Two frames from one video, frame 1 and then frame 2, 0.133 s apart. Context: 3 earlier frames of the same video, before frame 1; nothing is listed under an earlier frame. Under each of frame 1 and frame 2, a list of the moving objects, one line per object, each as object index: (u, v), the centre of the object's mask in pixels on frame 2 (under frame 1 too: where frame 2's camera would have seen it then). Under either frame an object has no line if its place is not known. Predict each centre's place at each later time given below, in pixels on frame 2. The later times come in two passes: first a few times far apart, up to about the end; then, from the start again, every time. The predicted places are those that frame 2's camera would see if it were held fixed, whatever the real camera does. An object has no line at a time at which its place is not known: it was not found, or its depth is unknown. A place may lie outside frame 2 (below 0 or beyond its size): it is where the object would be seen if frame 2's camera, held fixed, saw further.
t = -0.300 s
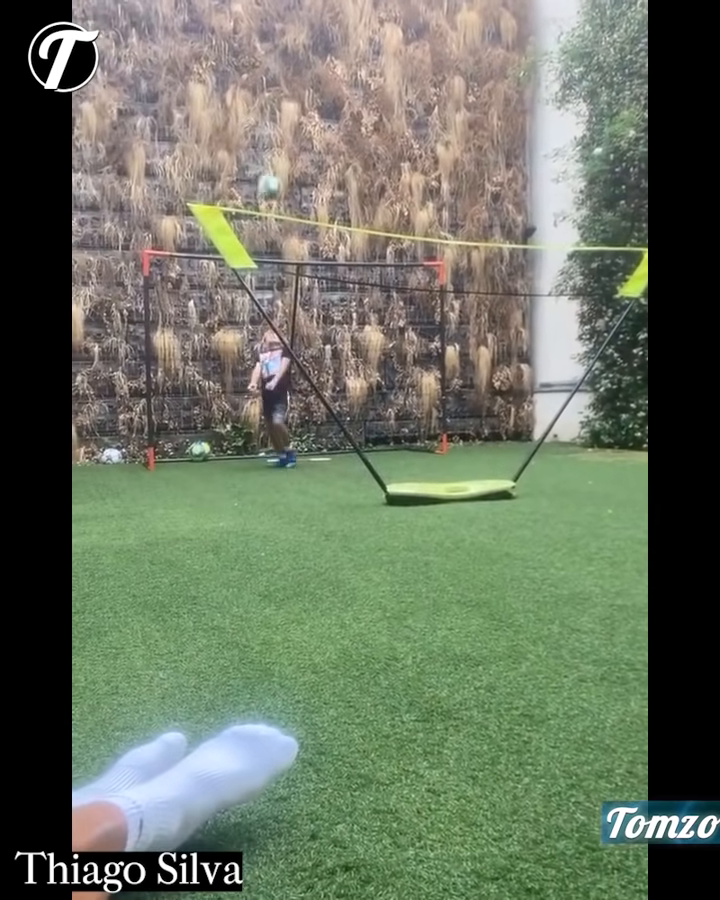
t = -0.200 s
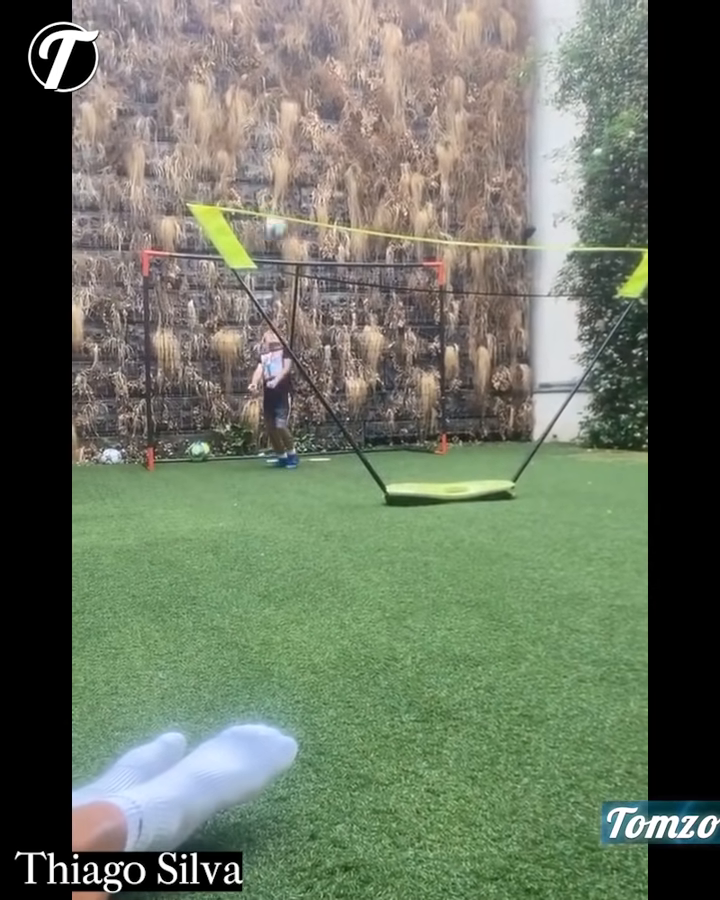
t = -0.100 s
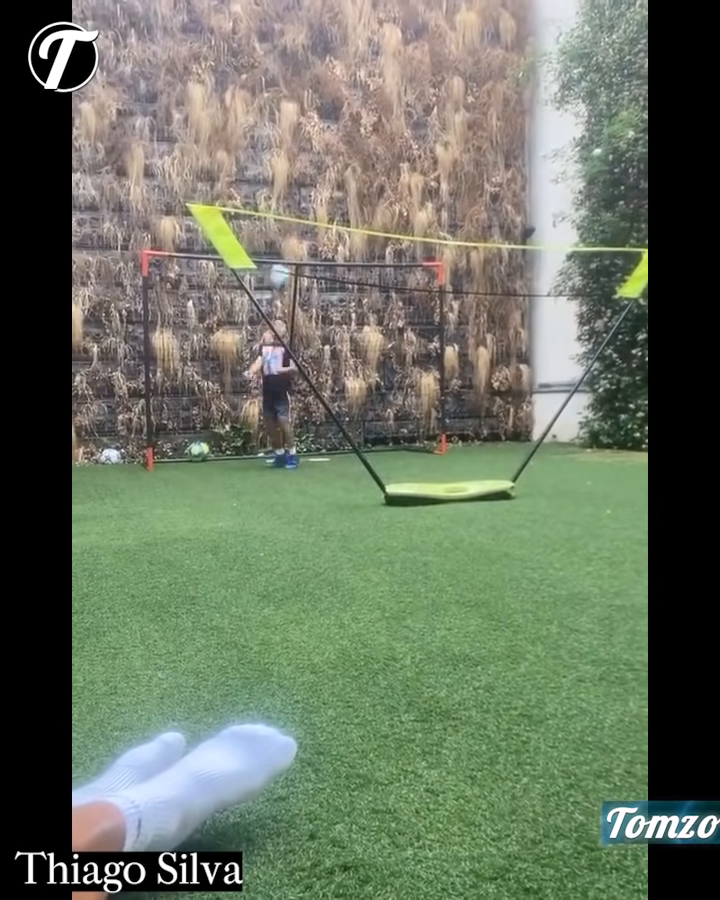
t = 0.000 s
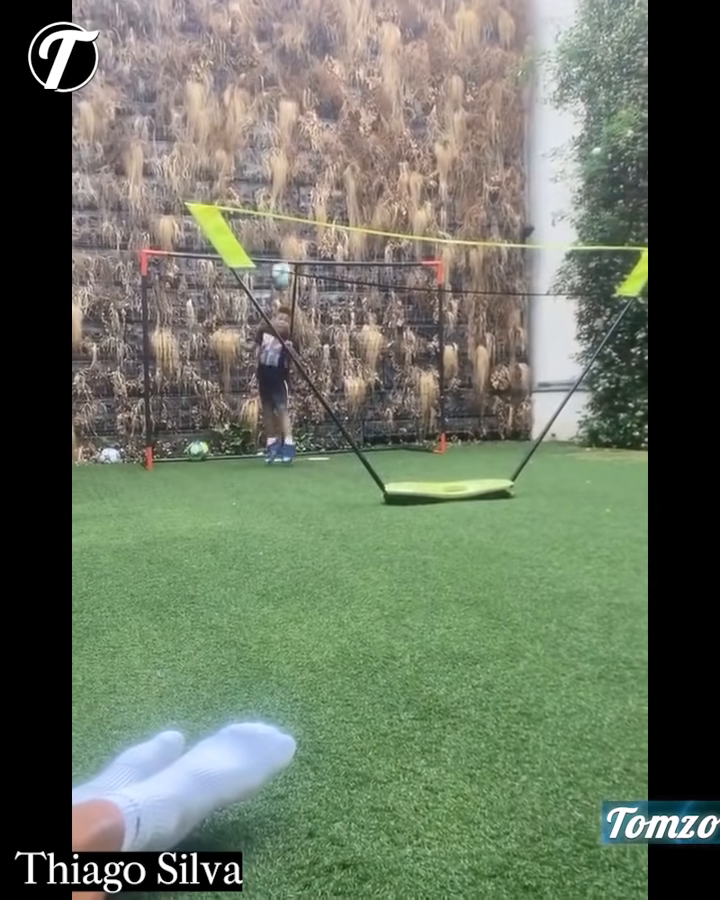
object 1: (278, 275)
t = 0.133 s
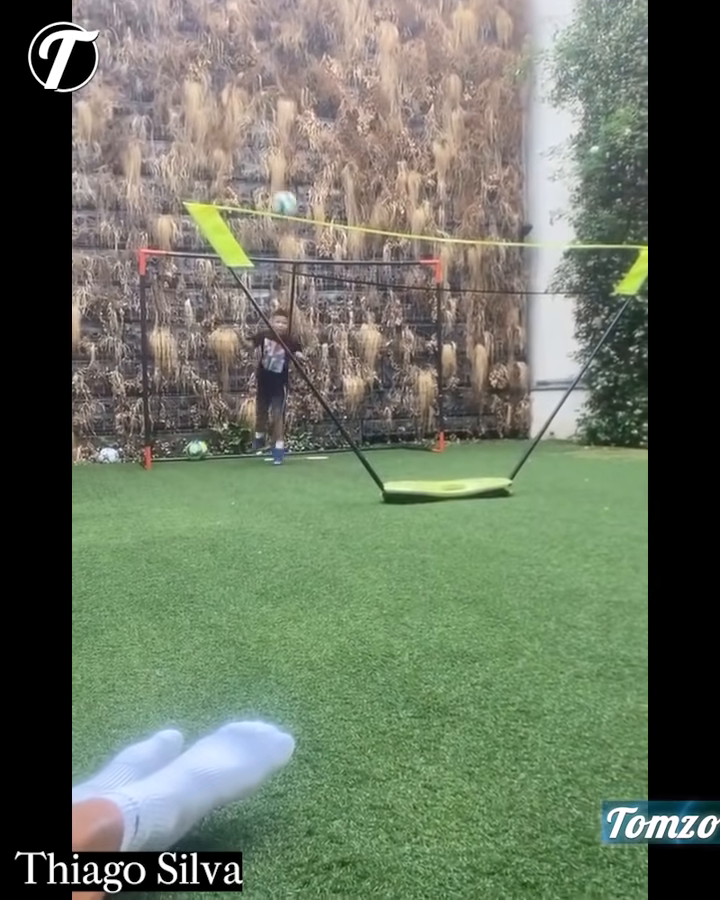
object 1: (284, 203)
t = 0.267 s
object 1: (291, 147)
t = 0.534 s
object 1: (311, 89)
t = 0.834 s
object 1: (352, 167)
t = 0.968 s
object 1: (380, 288)
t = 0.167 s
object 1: (286, 189)
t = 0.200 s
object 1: (287, 173)
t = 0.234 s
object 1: (290, 160)
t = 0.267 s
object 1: (291, 147)
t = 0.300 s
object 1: (293, 135)
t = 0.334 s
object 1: (294, 124)
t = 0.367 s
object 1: (297, 114)
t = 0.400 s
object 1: (300, 106)
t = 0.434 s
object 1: (302, 100)
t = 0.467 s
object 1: (305, 95)
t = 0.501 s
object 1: (308, 91)
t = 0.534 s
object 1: (311, 89)
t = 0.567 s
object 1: (313, 89)
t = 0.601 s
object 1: (318, 93)
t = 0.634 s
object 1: (321, 95)
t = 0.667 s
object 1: (326, 99)
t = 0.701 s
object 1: (329, 106)
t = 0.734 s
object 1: (335, 117)
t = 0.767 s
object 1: (341, 131)
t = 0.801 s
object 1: (347, 147)
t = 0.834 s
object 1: (352, 167)
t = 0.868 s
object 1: (357, 190)
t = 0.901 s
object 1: (365, 221)
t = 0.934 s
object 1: (372, 252)
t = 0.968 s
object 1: (380, 288)
